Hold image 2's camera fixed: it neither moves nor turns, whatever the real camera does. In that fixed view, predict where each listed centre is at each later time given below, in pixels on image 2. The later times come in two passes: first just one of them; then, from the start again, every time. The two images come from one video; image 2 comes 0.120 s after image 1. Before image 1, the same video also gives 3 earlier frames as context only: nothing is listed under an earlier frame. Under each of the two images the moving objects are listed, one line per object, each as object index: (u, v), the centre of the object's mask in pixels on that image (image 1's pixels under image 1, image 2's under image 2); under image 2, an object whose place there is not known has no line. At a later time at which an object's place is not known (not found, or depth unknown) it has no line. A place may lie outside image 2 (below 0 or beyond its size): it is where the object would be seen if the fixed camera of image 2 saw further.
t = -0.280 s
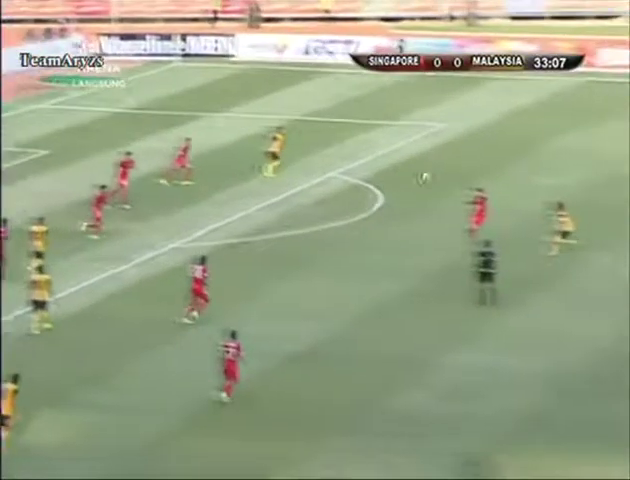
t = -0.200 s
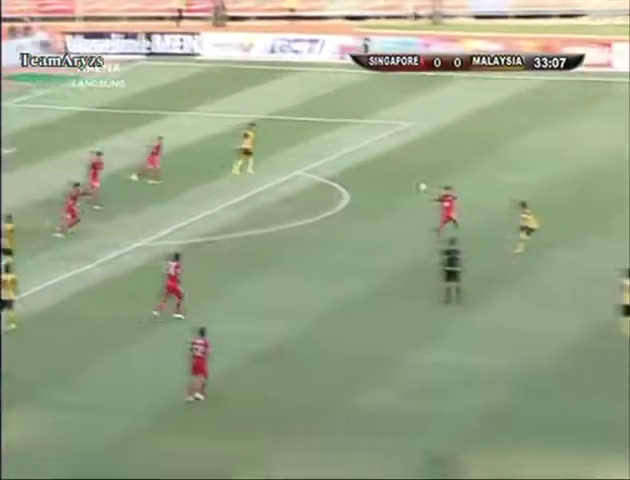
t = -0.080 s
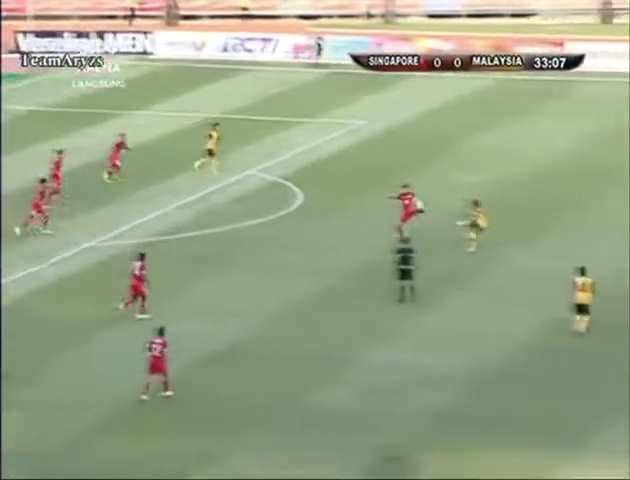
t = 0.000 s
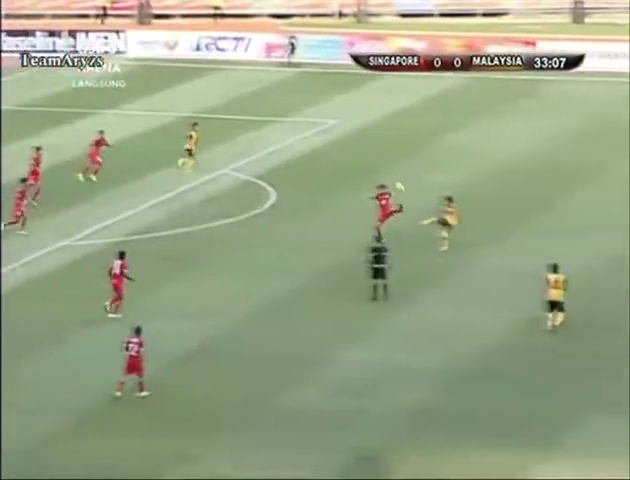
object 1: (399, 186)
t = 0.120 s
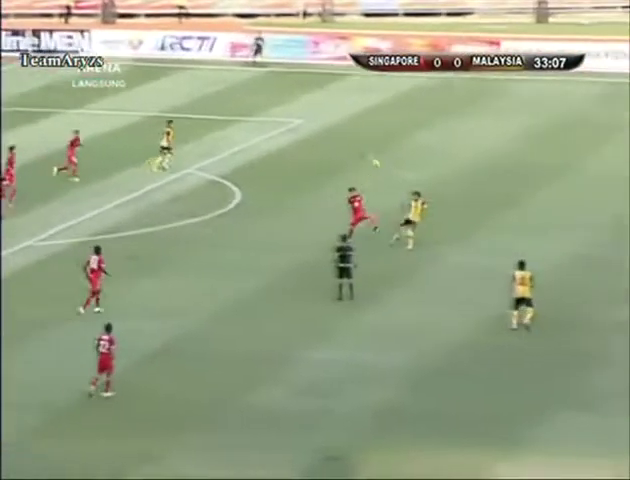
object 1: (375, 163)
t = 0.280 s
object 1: (385, 138)
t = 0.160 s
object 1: (376, 154)
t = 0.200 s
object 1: (379, 148)
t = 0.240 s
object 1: (382, 143)
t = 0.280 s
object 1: (385, 138)
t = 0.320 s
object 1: (387, 133)
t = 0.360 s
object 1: (388, 129)
